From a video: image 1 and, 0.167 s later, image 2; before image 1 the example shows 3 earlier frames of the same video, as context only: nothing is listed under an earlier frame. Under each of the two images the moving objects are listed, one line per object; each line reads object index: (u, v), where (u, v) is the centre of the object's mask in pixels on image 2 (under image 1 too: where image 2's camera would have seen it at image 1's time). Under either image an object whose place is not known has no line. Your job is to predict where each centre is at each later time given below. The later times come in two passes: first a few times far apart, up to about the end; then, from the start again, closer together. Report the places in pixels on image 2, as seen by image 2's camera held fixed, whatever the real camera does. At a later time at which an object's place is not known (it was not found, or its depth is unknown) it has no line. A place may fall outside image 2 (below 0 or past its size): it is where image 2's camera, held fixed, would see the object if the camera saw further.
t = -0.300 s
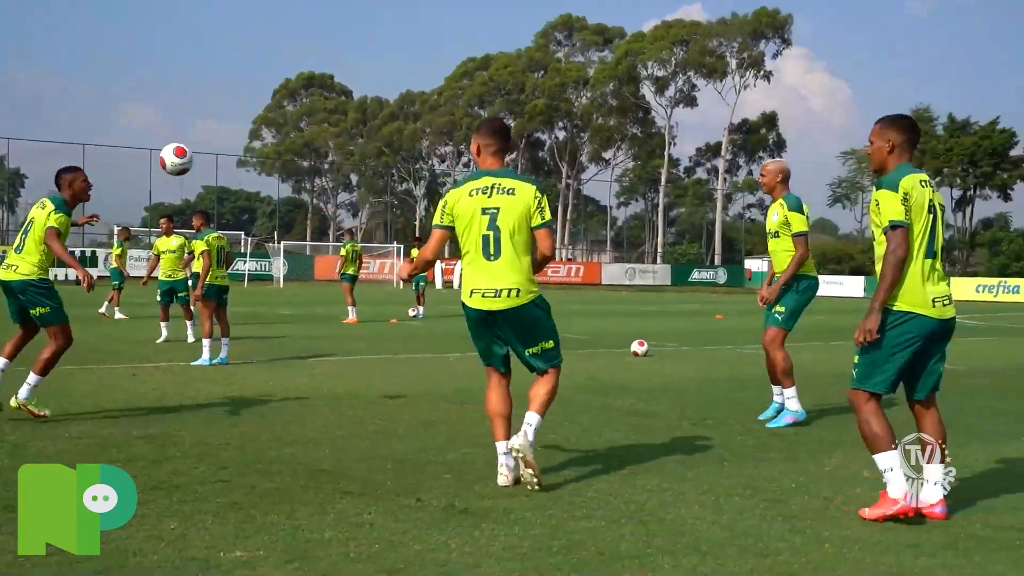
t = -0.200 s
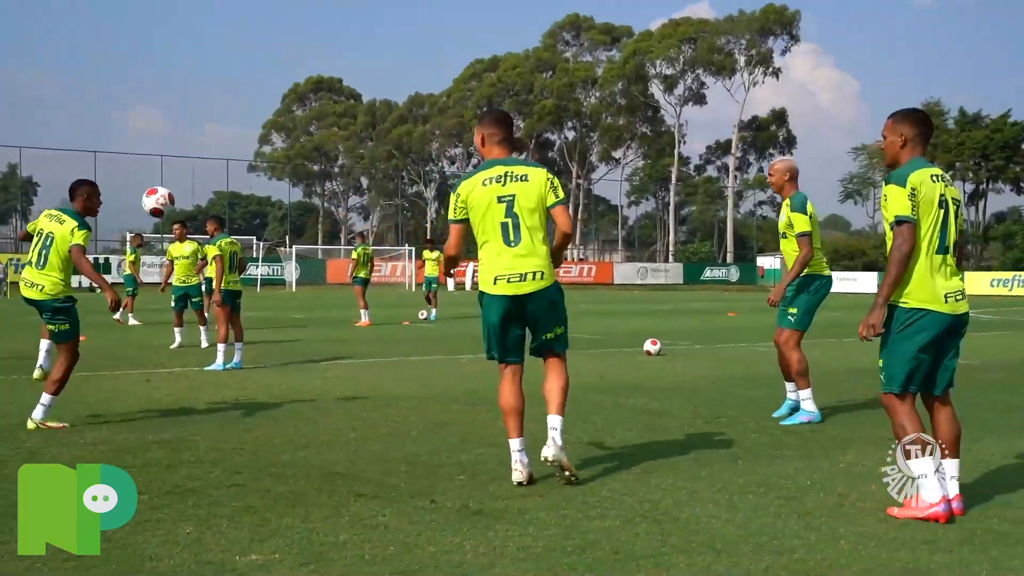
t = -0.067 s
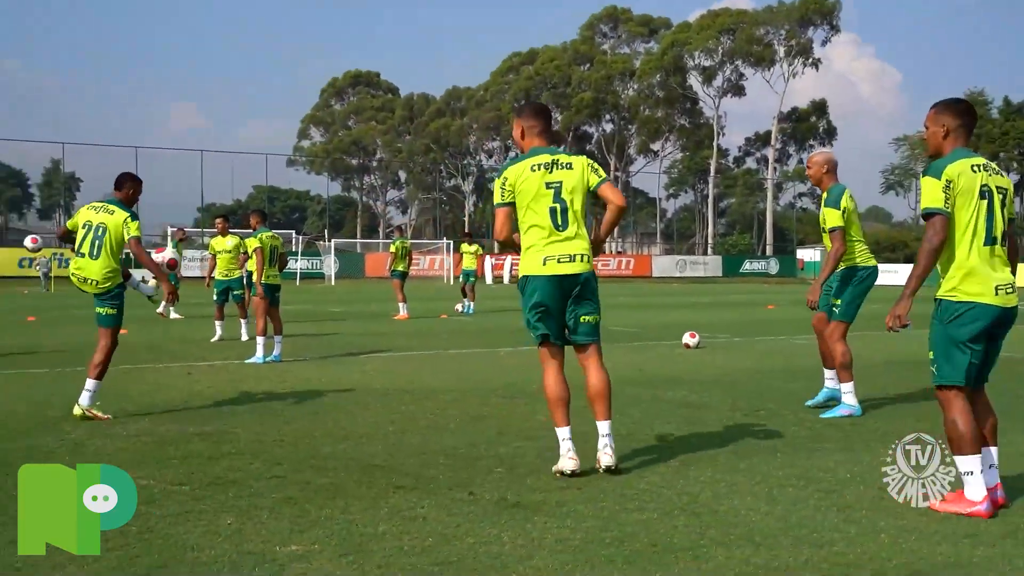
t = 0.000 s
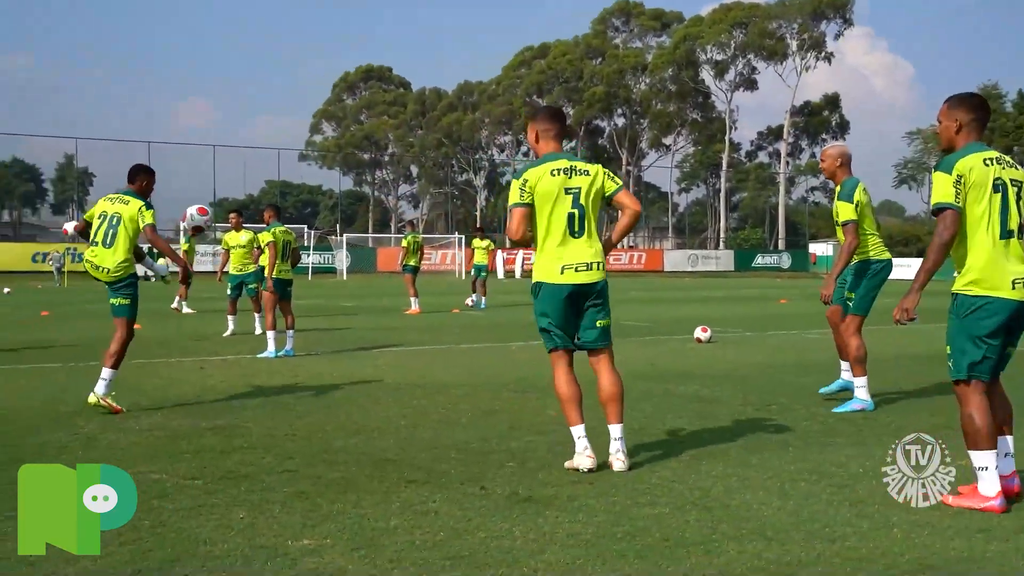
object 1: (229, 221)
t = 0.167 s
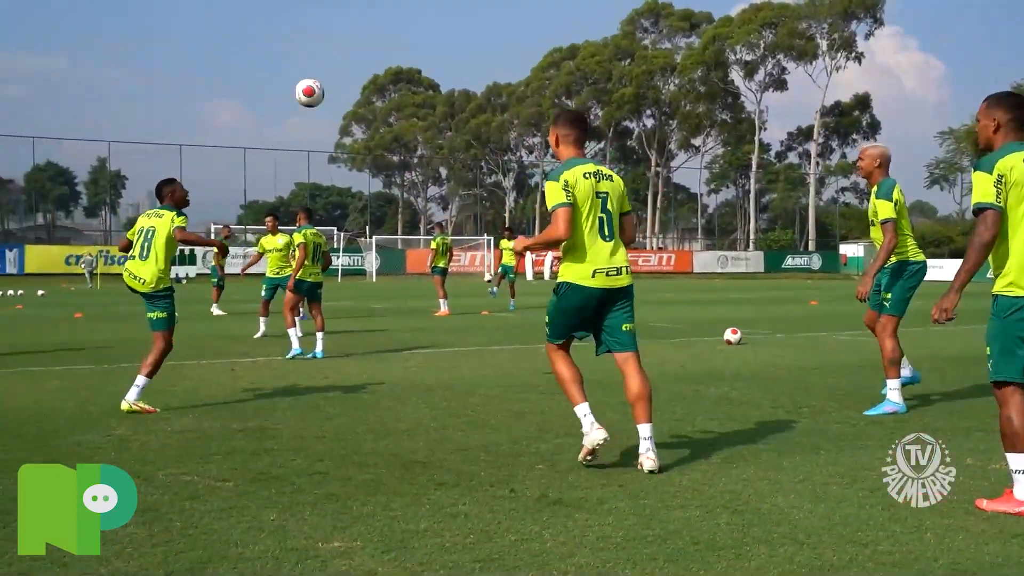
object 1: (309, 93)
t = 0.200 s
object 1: (325, 72)
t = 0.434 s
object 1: (432, -38)
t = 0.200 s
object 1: (325, 72)
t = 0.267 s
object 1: (356, 34)
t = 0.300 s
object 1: (371, 16)
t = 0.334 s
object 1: (386, 0)
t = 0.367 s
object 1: (402, -14)
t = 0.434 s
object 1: (432, -38)
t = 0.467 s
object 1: (446, -47)
